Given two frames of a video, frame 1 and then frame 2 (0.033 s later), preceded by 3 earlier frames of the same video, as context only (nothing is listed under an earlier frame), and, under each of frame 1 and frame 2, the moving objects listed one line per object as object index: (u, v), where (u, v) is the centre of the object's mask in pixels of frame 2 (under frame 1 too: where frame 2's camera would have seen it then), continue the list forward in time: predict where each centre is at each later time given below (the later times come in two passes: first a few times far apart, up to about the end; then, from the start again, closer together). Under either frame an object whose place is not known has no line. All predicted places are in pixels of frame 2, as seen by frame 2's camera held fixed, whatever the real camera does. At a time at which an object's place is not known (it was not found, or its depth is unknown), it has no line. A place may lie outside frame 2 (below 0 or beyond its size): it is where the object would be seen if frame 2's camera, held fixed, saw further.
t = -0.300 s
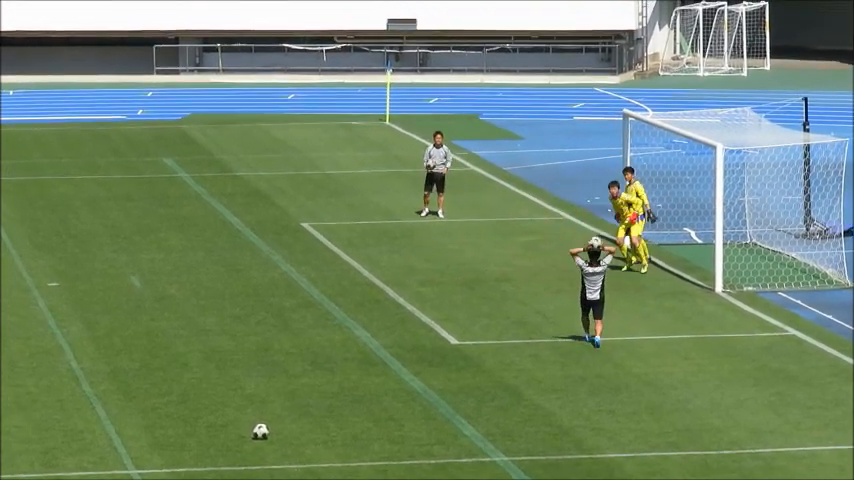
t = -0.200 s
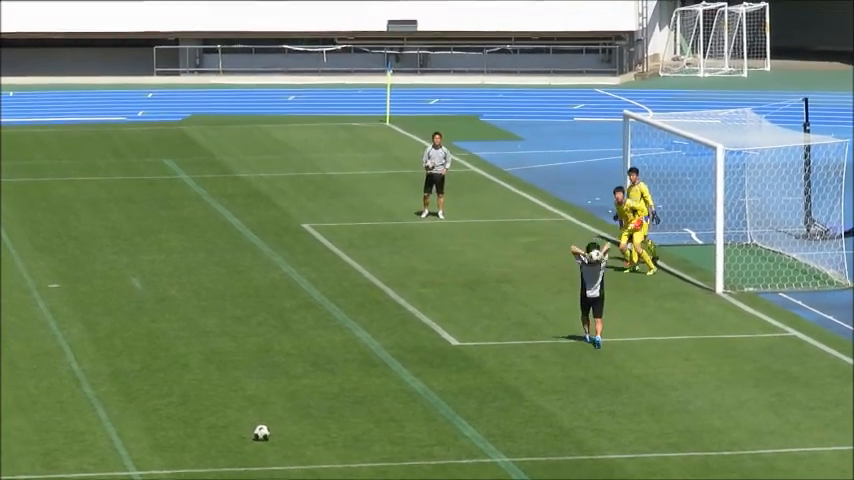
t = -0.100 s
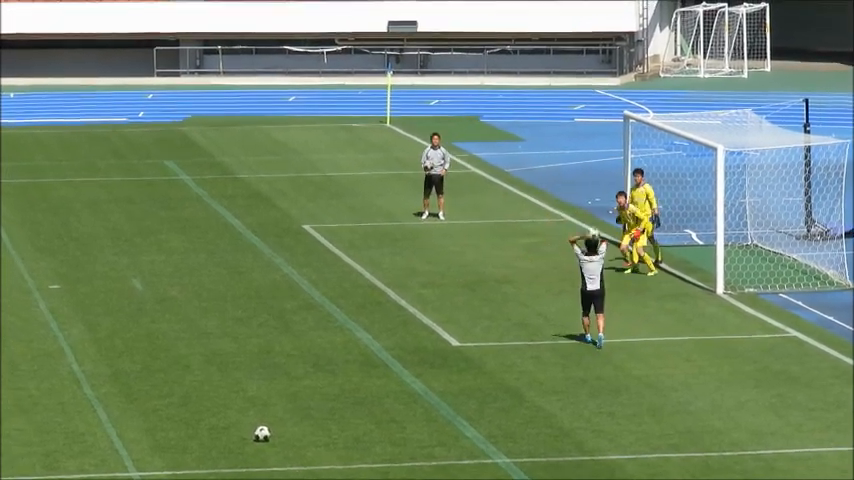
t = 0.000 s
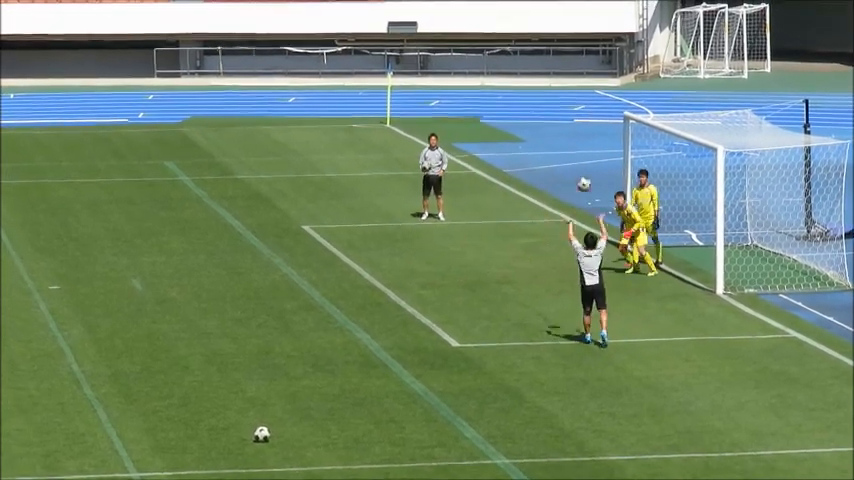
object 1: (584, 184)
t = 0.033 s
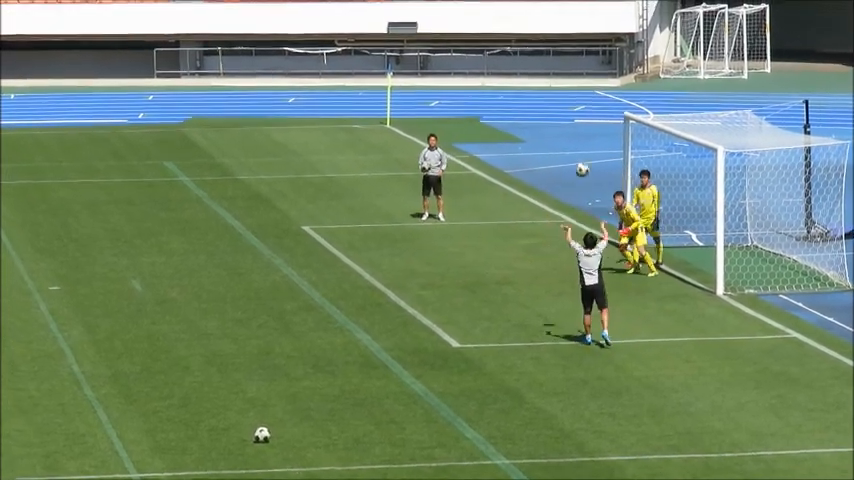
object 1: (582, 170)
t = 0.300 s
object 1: (560, 76)
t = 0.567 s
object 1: (540, 32)
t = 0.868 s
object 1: (519, 35)
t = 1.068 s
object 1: (506, 65)
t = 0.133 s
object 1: (573, 128)
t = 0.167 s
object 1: (570, 117)
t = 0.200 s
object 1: (568, 105)
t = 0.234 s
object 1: (565, 94)
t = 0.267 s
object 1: (563, 85)
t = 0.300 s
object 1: (560, 76)
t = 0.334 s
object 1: (558, 67)
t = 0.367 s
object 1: (556, 60)
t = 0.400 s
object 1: (553, 54)
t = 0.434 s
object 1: (550, 47)
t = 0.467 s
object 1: (547, 42)
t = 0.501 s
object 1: (545, 38)
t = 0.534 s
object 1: (543, 34)
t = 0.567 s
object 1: (540, 32)
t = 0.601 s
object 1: (538, 29)
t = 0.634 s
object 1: (535, 28)
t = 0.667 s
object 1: (532, 27)
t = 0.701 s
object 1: (530, 27)
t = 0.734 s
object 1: (528, 27)
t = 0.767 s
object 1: (525, 28)
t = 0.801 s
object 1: (523, 29)
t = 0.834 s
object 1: (521, 31)
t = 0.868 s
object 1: (519, 35)
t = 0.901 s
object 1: (517, 38)
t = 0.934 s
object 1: (514, 42)
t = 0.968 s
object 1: (512, 46)
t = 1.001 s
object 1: (510, 52)
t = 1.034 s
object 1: (508, 57)
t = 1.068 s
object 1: (506, 65)
